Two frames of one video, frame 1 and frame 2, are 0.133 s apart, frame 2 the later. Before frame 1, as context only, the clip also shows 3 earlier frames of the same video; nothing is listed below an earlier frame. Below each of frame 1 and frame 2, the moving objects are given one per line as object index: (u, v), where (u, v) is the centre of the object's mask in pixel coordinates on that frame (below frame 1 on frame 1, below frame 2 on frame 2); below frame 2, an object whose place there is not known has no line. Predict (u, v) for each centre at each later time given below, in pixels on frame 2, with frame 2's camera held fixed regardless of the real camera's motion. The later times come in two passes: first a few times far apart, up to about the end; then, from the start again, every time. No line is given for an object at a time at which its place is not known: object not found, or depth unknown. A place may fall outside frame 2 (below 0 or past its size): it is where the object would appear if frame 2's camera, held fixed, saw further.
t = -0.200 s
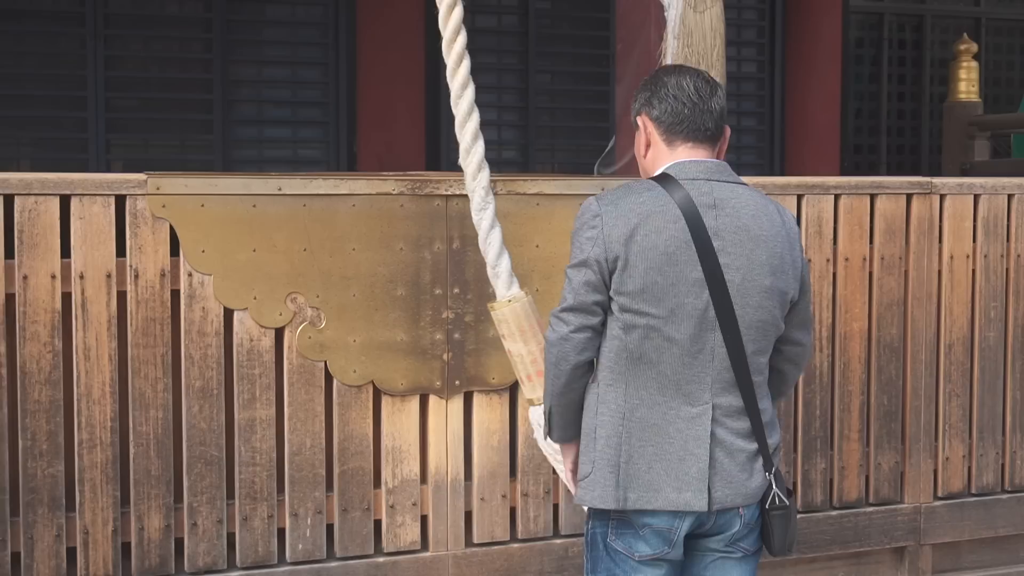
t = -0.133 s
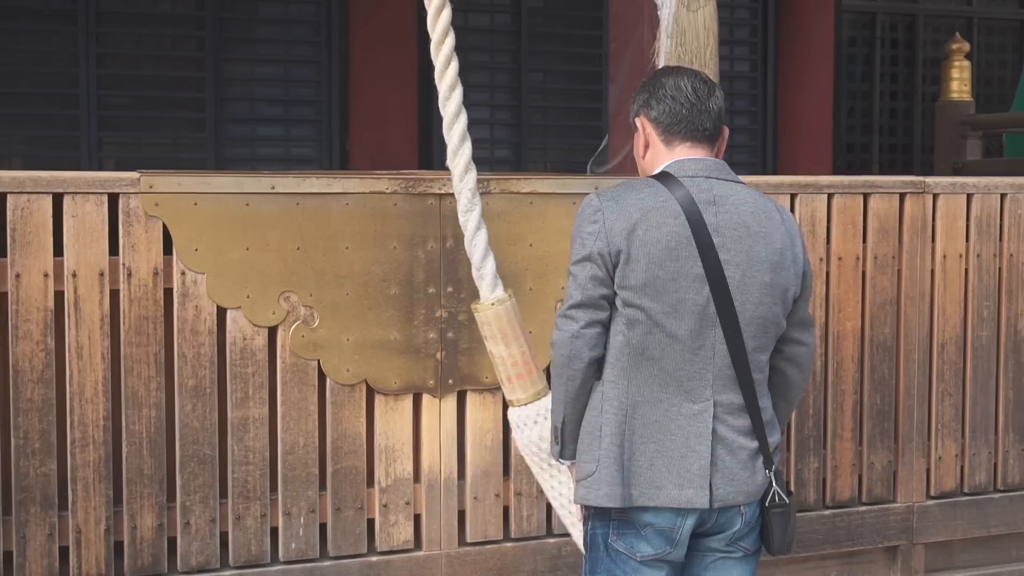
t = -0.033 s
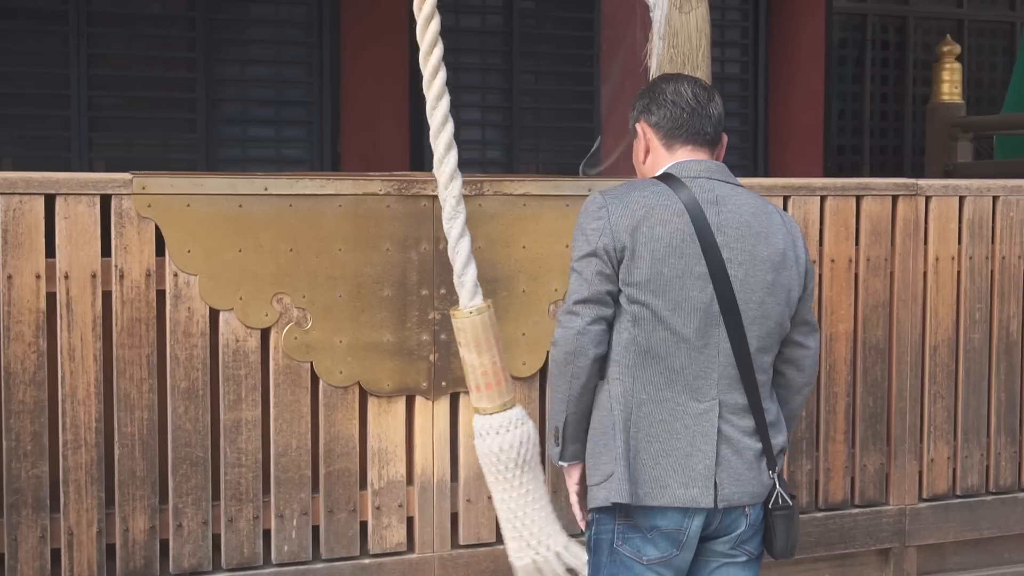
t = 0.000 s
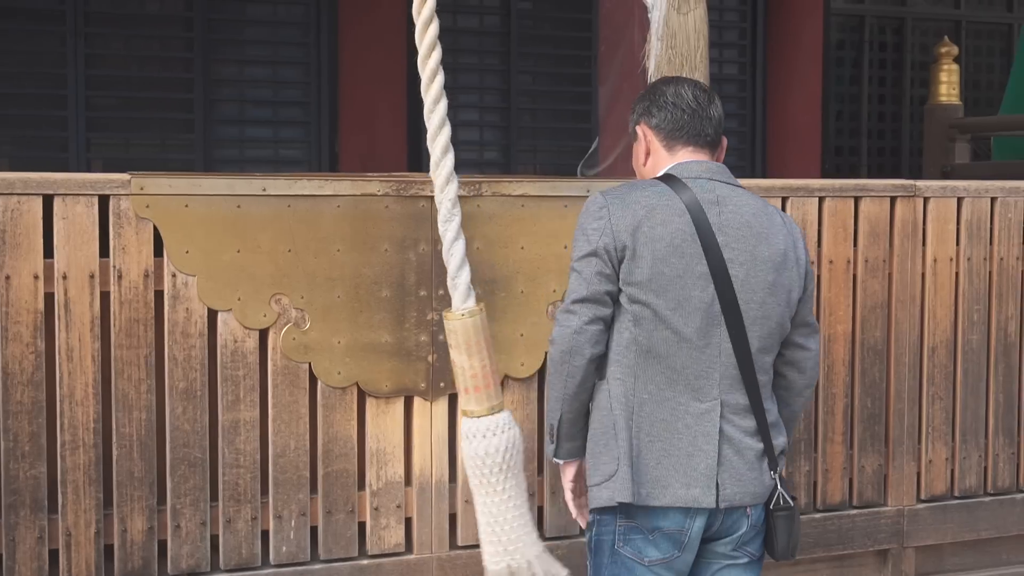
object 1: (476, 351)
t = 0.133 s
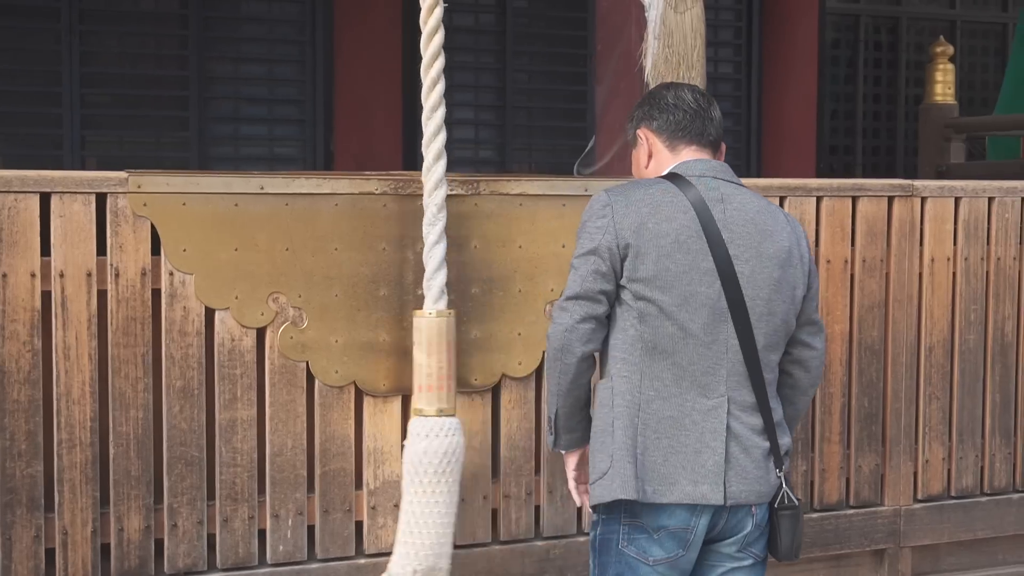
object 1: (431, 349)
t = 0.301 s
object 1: (400, 361)
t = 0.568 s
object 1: (414, 354)
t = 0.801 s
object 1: (436, 348)
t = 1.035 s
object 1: (453, 355)
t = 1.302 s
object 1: (447, 369)
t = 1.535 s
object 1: (425, 391)
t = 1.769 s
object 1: (414, 394)
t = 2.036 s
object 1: (429, 390)
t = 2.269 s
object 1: (442, 391)
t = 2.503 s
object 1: (435, 385)
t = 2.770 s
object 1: (418, 381)
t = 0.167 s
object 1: (422, 351)
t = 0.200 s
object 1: (413, 351)
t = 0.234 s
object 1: (407, 351)
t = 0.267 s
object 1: (402, 356)
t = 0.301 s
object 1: (400, 361)
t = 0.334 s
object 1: (399, 360)
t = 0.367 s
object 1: (399, 362)
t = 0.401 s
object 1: (401, 360)
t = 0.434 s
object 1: (403, 359)
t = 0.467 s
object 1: (406, 356)
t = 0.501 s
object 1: (408, 356)
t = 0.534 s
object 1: (411, 354)
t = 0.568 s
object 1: (414, 354)
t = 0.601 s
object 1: (417, 354)
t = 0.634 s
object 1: (420, 354)
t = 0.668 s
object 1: (423, 353)
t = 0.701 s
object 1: (427, 352)
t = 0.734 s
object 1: (430, 350)
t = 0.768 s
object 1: (433, 349)
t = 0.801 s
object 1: (436, 348)
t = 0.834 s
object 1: (439, 349)
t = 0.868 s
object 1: (442, 349)
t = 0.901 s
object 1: (444, 352)
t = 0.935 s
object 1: (447, 355)
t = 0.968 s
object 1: (449, 356)
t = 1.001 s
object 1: (451, 356)
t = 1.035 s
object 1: (453, 355)
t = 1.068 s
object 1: (454, 356)
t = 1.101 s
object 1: (454, 357)
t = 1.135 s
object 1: (454, 358)
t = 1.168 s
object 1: (454, 359)
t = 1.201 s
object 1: (453, 361)
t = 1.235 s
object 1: (451, 364)
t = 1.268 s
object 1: (449, 366)
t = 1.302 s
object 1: (447, 369)
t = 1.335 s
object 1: (445, 372)
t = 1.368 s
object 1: (442, 376)
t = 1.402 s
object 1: (438, 379)
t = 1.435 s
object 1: (435, 383)
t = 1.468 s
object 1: (431, 387)
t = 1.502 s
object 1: (428, 390)
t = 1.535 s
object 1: (425, 391)
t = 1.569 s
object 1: (422, 391)
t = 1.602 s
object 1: (419, 392)
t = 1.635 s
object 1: (417, 392)
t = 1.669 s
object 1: (416, 393)
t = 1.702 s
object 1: (415, 394)
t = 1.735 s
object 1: (414, 394)
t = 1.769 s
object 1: (414, 394)
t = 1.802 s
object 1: (415, 394)
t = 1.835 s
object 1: (416, 394)
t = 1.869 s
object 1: (418, 394)
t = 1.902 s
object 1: (419, 393)
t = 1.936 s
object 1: (421, 394)
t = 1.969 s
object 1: (423, 394)
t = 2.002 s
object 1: (427, 391)
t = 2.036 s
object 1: (429, 390)
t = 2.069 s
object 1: (431, 391)
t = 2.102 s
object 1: (433, 392)
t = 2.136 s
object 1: (436, 392)
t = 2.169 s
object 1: (438, 392)
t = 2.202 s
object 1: (439, 391)
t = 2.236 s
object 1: (441, 391)
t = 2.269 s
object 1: (442, 391)
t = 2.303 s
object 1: (442, 391)
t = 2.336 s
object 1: (442, 391)
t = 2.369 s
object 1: (441, 390)
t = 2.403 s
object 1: (440, 389)
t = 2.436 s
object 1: (439, 388)
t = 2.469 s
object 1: (437, 386)
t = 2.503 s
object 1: (435, 385)
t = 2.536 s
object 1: (433, 383)
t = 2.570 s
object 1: (431, 382)
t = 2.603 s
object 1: (429, 382)
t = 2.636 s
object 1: (426, 382)
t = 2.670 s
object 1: (424, 382)
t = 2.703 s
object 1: (422, 381)
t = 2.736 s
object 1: (420, 381)
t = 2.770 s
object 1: (418, 381)
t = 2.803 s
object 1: (417, 380)
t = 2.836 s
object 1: (416, 380)
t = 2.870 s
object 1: (415, 379)
